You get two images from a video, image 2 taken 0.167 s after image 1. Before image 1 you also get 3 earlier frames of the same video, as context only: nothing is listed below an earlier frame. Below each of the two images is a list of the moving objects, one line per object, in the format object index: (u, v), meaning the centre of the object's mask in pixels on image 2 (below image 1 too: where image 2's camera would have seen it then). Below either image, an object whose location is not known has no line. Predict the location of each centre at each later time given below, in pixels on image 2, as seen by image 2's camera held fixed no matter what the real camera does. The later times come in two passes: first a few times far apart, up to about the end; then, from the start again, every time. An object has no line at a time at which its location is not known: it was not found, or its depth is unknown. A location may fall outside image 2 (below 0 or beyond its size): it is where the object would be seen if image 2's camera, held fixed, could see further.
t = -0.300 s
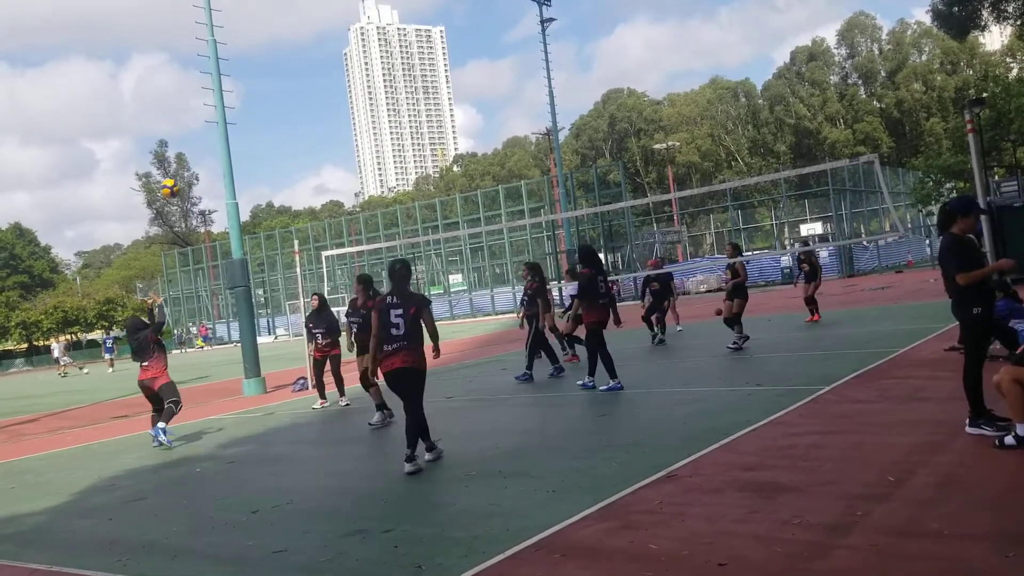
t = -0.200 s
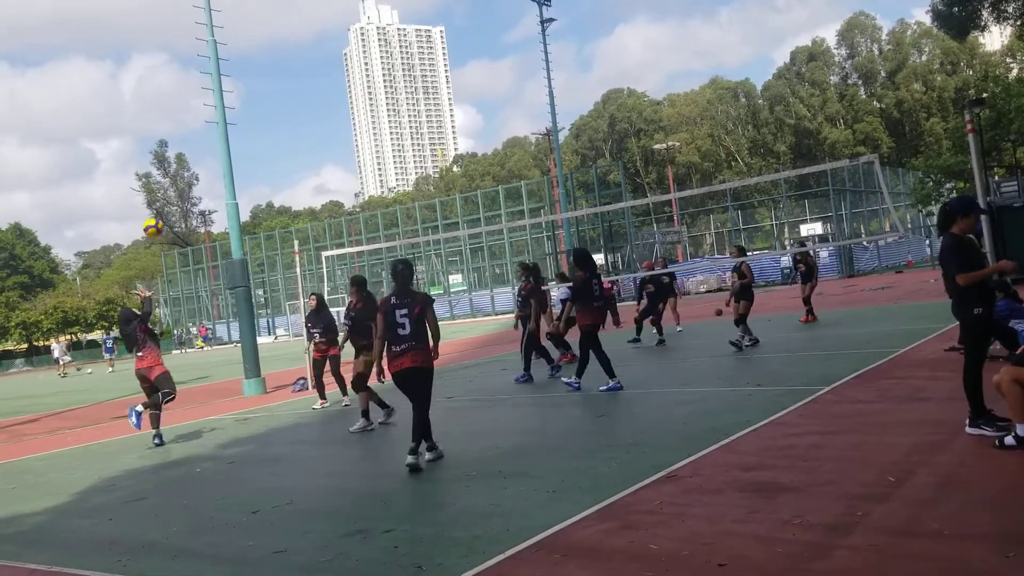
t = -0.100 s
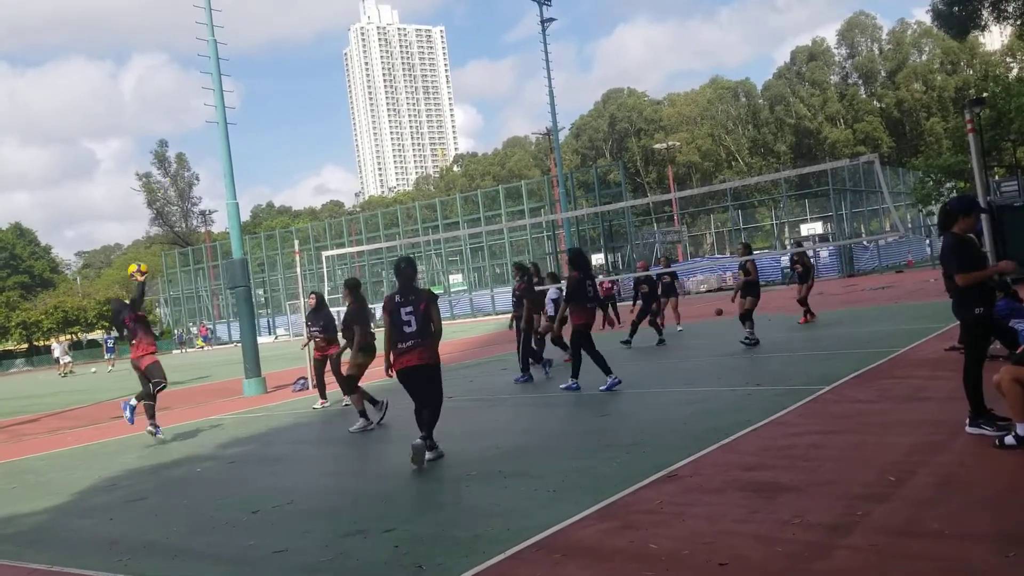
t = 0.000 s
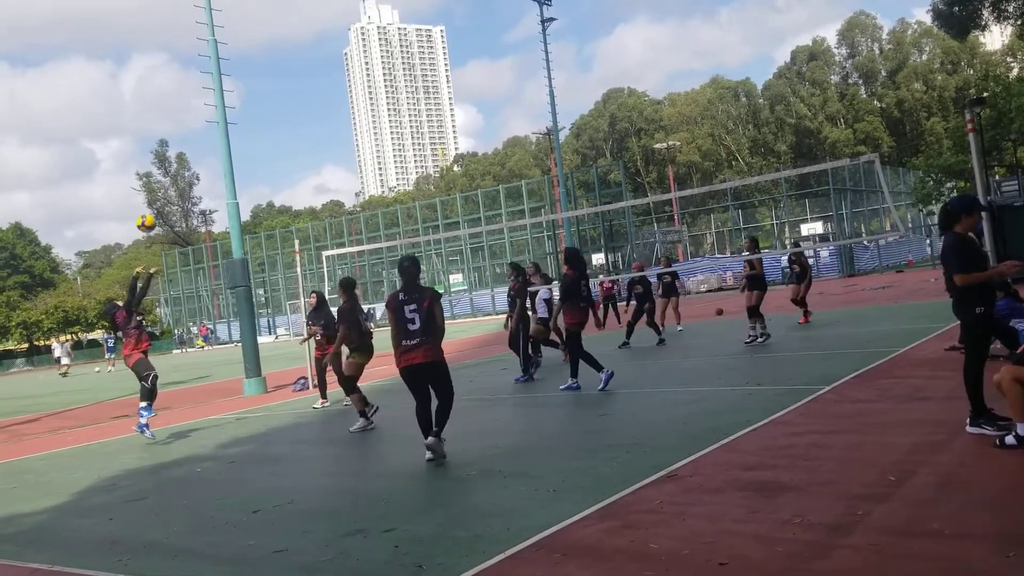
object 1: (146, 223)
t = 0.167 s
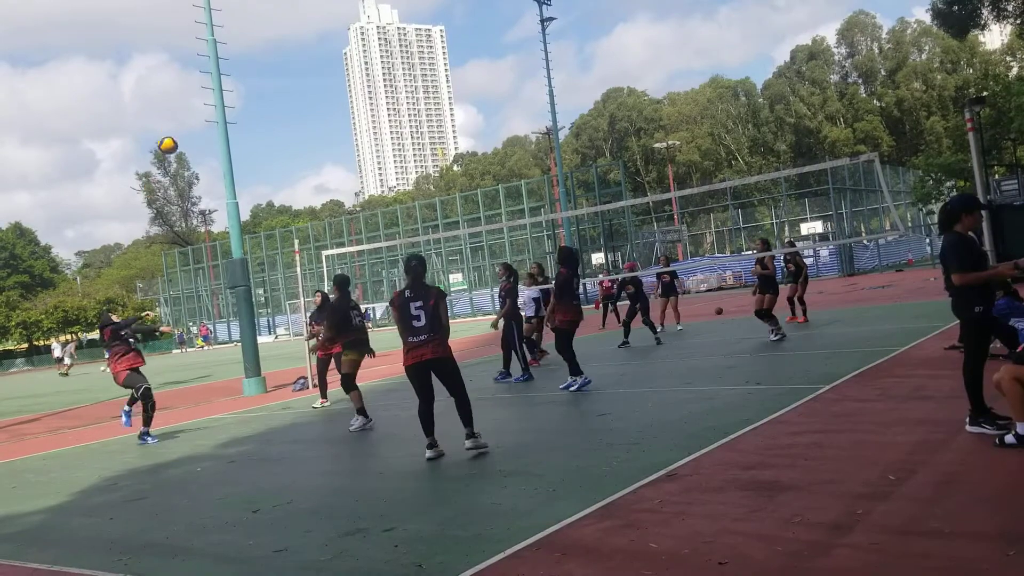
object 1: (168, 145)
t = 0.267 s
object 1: (182, 110)
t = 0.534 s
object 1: (224, 58)
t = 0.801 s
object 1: (272, 68)
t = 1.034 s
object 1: (319, 126)
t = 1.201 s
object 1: (355, 195)
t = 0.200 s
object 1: (172, 133)
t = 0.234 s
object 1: (177, 121)
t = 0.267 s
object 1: (182, 110)
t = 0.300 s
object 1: (186, 100)
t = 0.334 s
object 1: (191, 91)
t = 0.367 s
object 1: (196, 83)
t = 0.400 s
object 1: (202, 77)
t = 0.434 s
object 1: (207, 71)
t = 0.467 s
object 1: (212, 65)
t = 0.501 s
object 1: (218, 61)
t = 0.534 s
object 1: (224, 58)
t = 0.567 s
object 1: (229, 56)
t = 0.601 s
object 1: (235, 55)
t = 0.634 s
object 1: (241, 55)
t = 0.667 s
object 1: (247, 55)
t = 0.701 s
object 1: (253, 57)
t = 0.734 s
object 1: (259, 60)
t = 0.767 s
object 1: (265, 63)
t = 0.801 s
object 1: (272, 68)
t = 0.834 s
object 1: (278, 73)
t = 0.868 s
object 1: (285, 79)
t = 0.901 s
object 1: (291, 87)
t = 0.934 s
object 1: (298, 95)
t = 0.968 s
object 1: (305, 105)
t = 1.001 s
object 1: (312, 115)
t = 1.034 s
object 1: (319, 126)
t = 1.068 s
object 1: (326, 138)
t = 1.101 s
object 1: (333, 151)
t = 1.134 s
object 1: (340, 165)
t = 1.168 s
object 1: (348, 180)
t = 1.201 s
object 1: (355, 195)
